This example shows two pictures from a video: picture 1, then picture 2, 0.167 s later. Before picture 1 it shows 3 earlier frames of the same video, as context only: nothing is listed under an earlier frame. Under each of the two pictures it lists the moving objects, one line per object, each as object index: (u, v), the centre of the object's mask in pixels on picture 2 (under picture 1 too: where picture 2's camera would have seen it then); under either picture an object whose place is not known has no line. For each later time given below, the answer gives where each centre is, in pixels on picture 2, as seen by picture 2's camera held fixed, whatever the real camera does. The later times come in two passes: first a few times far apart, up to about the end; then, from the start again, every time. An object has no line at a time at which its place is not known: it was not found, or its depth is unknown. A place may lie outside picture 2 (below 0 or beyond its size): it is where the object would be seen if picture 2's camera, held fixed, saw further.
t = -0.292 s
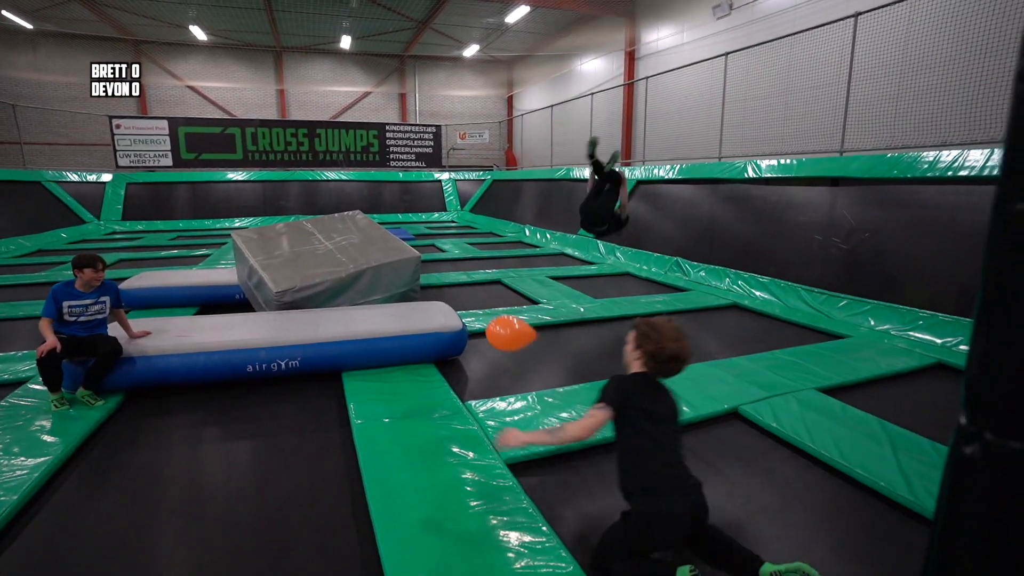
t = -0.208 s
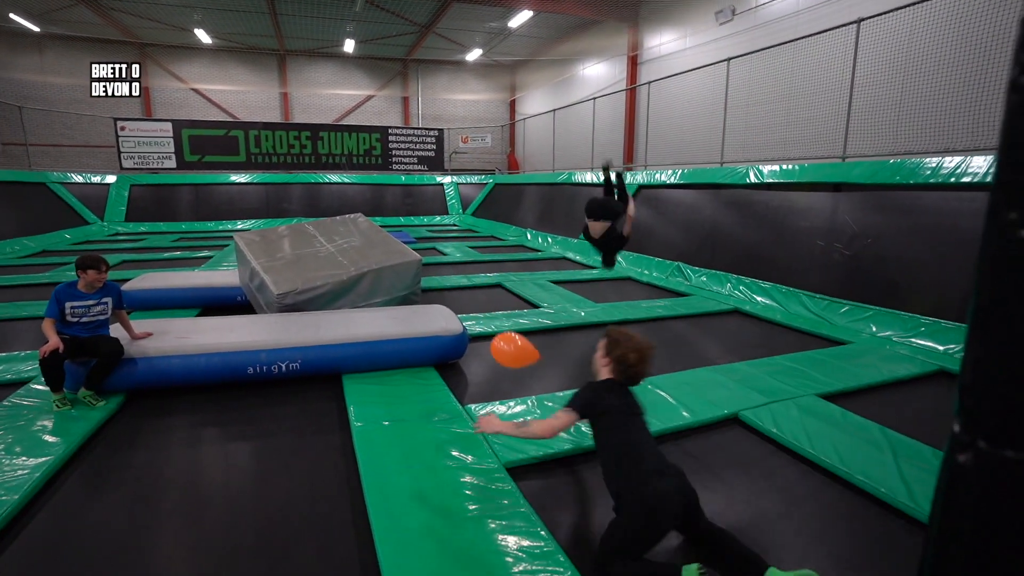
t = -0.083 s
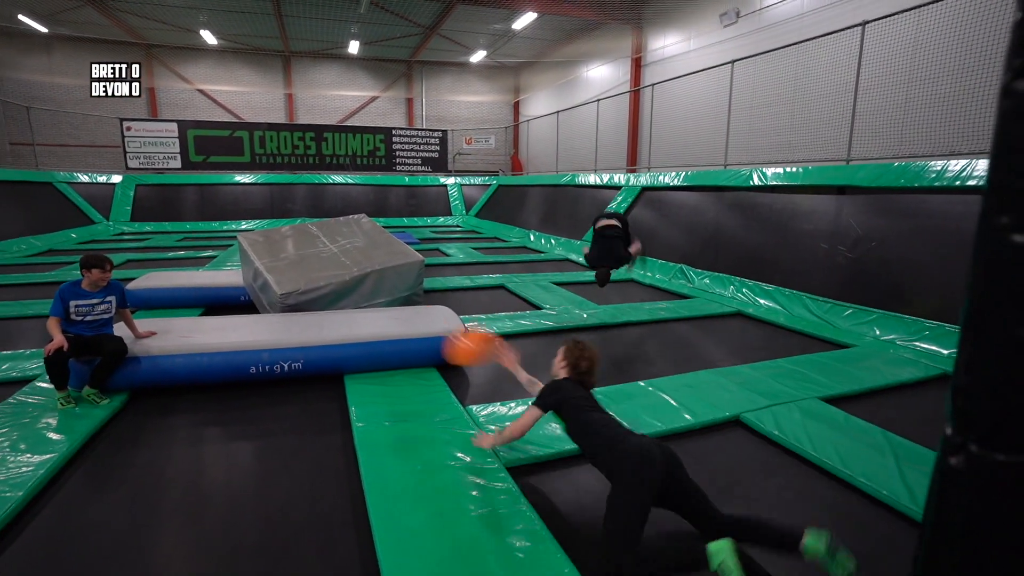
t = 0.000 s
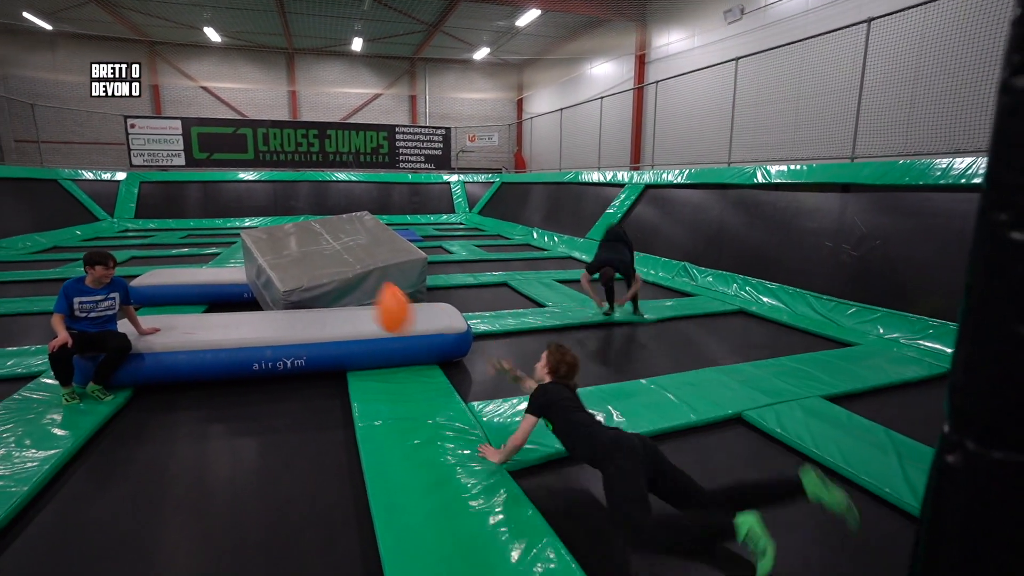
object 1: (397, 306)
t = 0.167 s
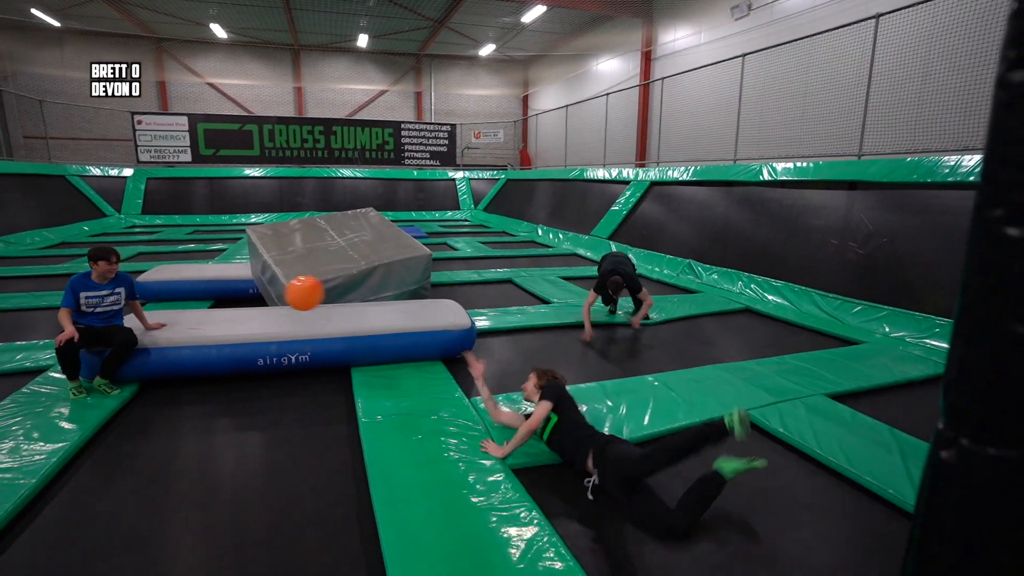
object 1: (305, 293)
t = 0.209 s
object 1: (290, 293)
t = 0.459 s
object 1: (241, 295)
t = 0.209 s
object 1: (290, 293)
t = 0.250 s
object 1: (279, 293)
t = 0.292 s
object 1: (270, 292)
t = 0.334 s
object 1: (261, 293)
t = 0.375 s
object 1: (254, 293)
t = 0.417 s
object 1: (247, 294)
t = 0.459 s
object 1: (241, 295)
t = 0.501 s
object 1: (235, 297)
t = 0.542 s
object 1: (230, 300)
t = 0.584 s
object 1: (224, 303)
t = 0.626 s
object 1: (220, 306)
